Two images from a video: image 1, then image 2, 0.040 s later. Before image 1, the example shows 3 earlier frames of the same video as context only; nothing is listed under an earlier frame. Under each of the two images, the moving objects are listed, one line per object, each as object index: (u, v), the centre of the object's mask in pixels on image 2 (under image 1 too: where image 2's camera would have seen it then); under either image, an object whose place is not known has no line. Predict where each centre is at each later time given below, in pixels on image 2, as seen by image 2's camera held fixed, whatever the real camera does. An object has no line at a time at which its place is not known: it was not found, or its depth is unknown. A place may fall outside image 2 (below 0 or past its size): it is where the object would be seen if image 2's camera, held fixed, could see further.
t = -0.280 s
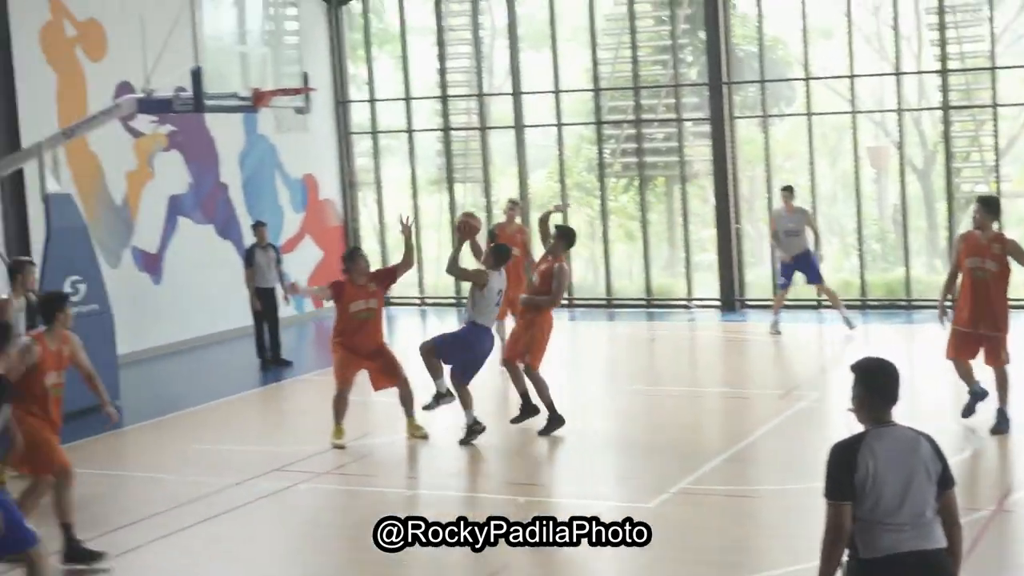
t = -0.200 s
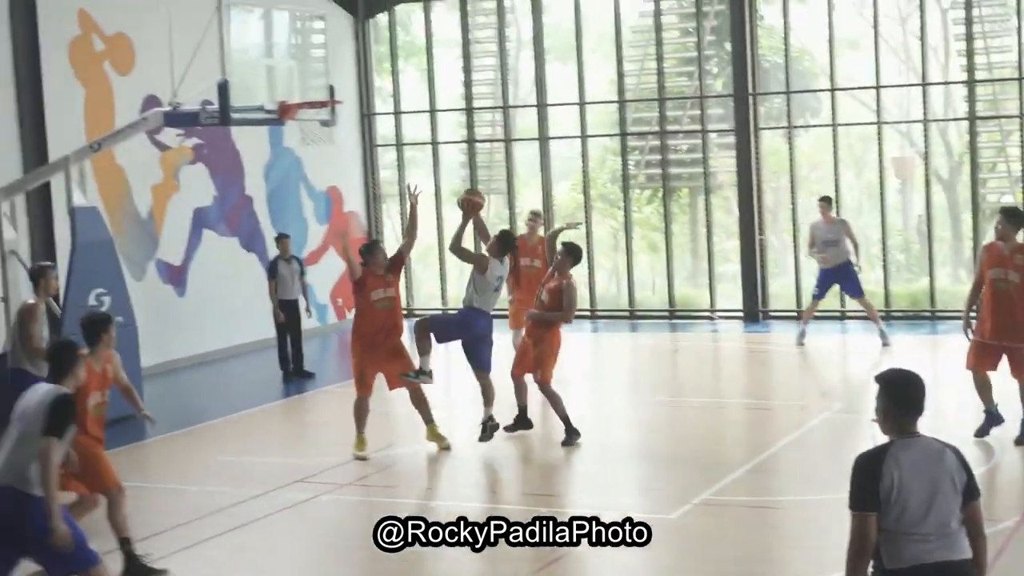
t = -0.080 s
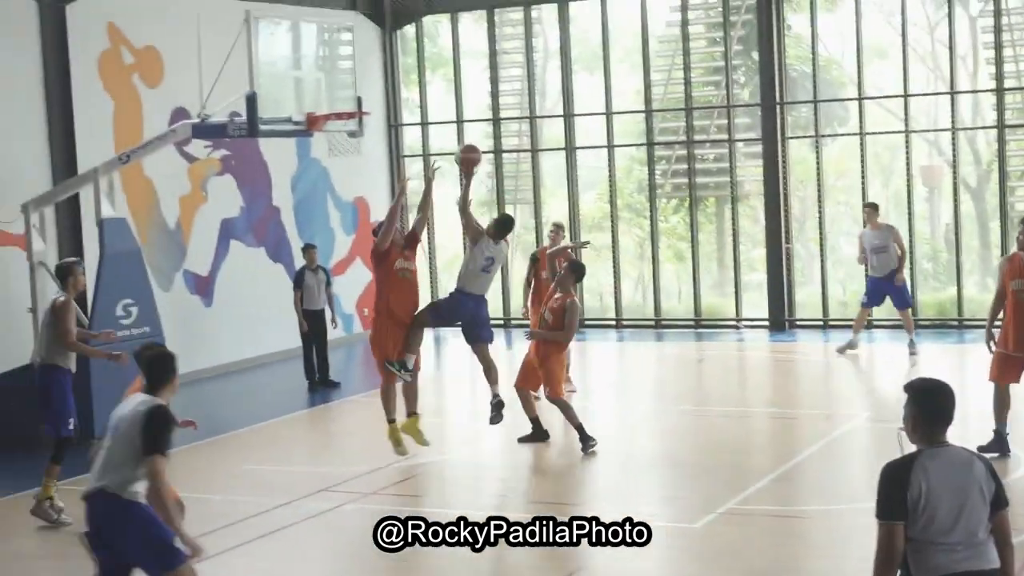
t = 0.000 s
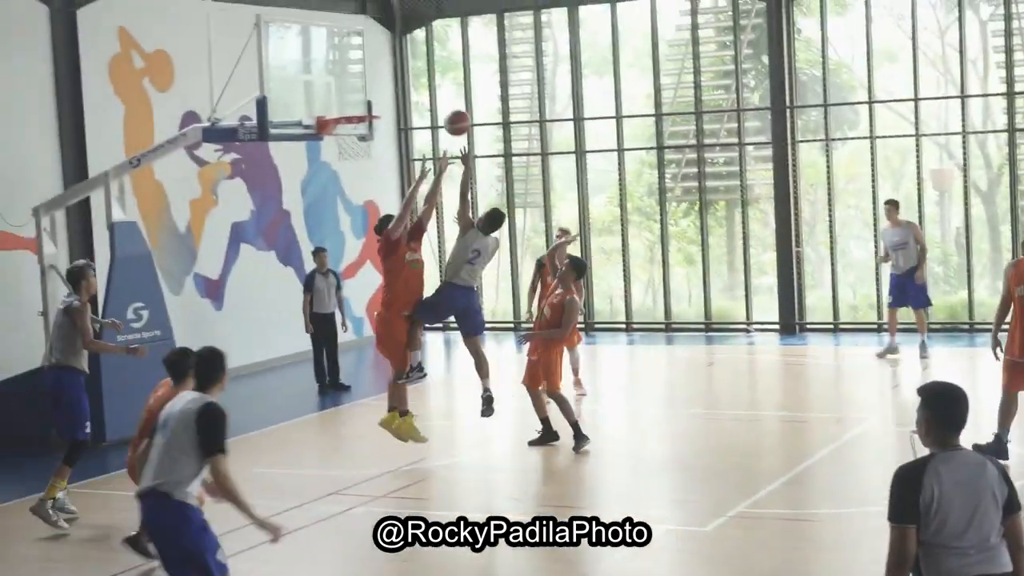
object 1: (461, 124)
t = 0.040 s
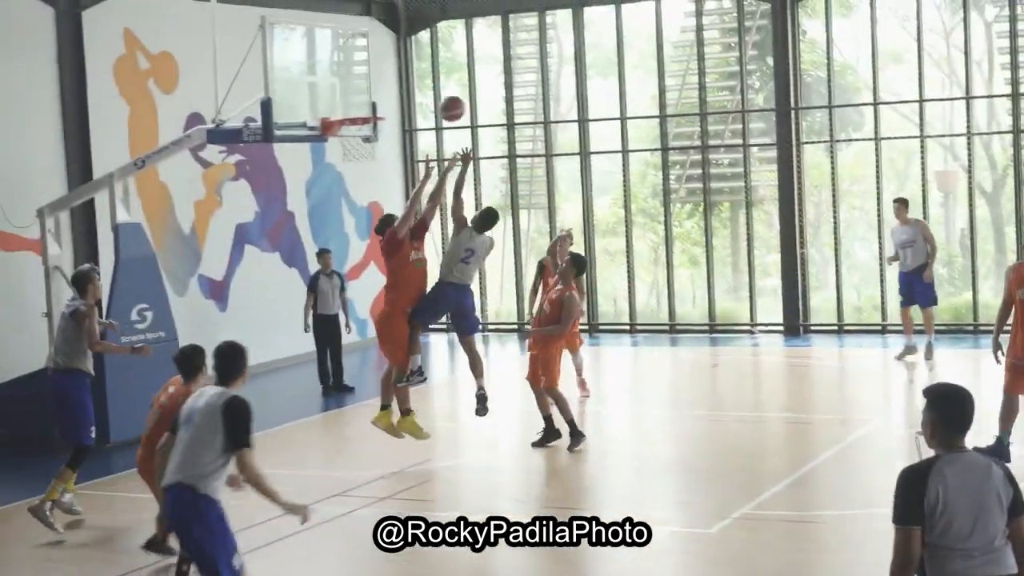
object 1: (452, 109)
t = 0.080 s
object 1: (442, 95)
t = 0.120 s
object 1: (432, 82)
